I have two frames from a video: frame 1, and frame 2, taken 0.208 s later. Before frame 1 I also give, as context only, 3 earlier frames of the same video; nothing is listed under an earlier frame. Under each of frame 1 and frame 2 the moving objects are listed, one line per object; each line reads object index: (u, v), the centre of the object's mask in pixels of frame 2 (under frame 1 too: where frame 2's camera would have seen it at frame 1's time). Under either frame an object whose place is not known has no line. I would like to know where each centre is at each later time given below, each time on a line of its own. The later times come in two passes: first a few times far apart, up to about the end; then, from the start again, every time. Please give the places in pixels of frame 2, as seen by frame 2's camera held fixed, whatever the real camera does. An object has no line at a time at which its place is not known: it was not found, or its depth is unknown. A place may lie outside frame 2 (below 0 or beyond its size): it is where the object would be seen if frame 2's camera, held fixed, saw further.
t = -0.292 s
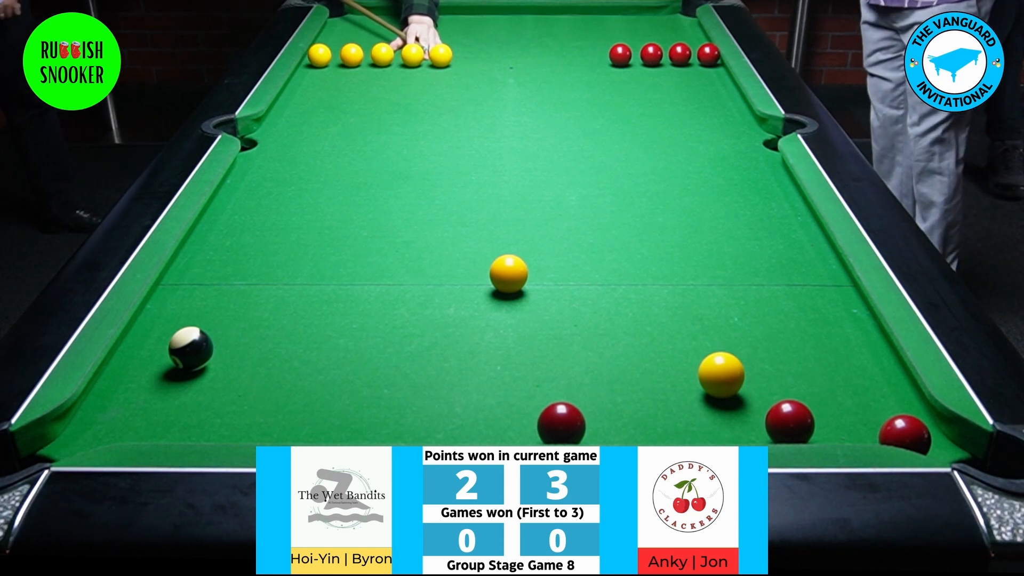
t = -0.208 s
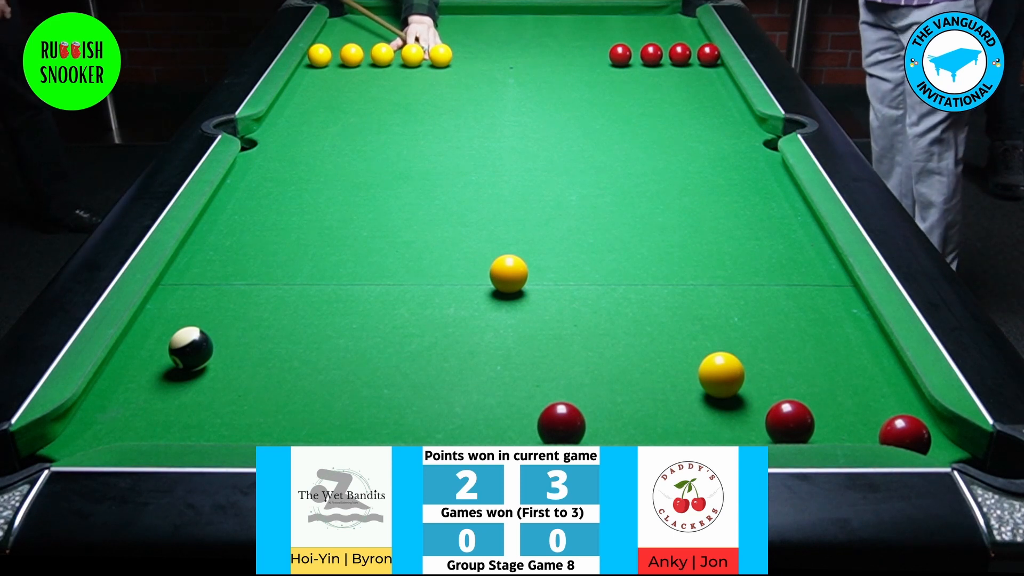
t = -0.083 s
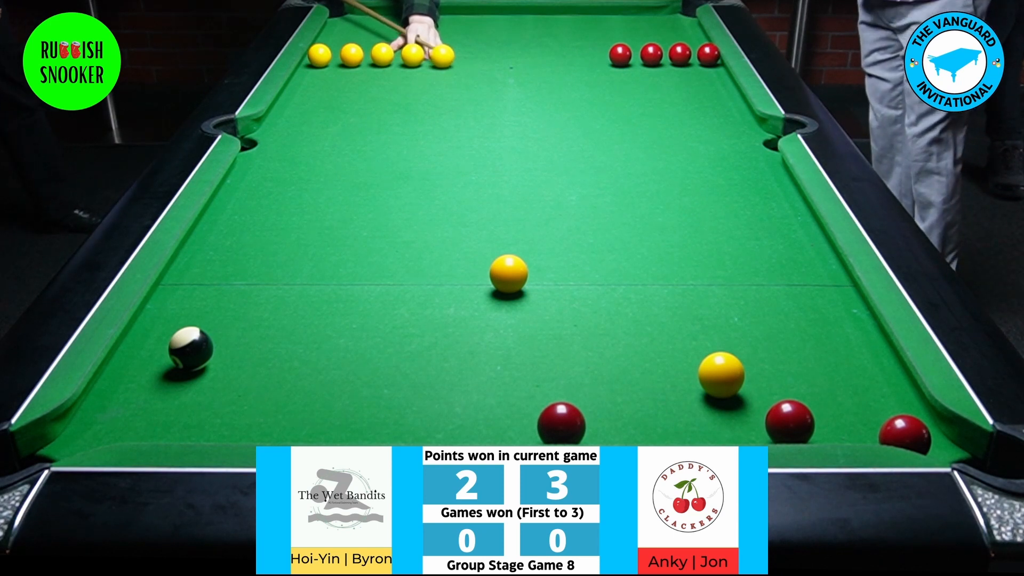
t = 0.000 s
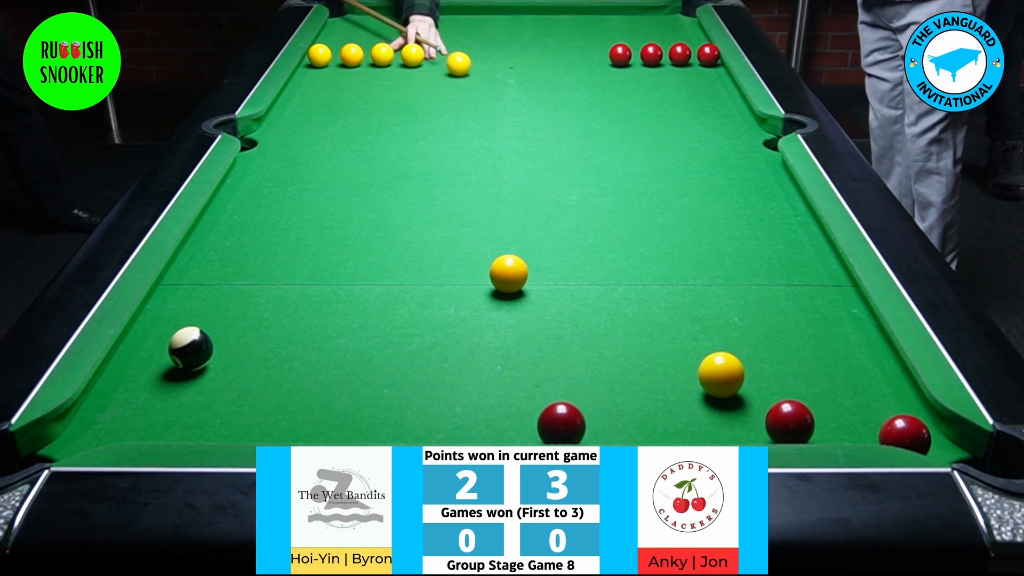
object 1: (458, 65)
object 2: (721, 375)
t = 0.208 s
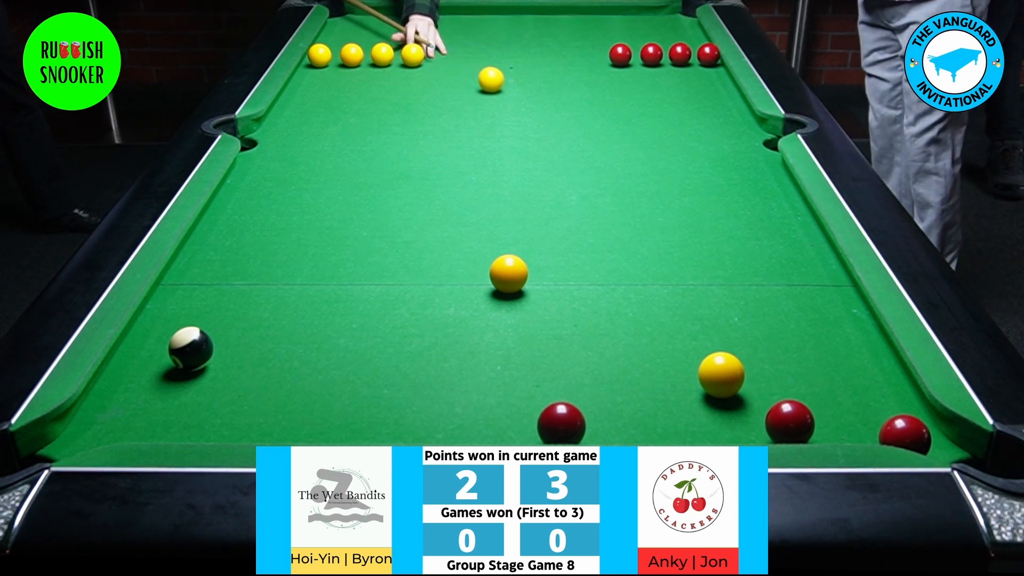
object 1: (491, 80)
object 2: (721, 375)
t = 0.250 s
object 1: (498, 83)
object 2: (721, 375)
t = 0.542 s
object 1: (551, 109)
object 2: (721, 374)
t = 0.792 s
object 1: (596, 131)
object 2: (721, 374)
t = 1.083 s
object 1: (657, 161)
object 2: (721, 374)
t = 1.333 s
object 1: (710, 187)
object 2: (721, 375)
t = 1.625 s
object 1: (780, 222)
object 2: (721, 375)
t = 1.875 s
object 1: (808, 248)
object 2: (721, 374)
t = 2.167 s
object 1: (790, 277)
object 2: (721, 374)
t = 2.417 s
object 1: (775, 299)
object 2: (721, 374)
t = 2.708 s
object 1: (756, 327)
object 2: (721, 375)
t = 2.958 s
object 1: (743, 345)
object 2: (721, 375)
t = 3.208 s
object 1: (735, 354)
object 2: (712, 387)
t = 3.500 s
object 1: (732, 358)
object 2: (702, 401)
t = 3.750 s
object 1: (733, 358)
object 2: (696, 409)
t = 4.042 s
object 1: (733, 358)
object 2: (691, 415)
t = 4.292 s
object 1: (733, 358)
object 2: (690, 416)
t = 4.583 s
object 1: (733, 358)
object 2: (689, 416)
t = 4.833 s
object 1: (733, 358)
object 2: (689, 416)
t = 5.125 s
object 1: (733, 358)
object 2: (689, 416)
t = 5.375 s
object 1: (733, 358)
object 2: (689, 416)
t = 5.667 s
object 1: (733, 358)
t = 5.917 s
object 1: (733, 358)
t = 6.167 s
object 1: (733, 358)
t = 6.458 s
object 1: (733, 358)
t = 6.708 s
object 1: (733, 358)
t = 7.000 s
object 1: (733, 358)
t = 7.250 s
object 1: (733, 358)
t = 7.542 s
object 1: (733, 358)
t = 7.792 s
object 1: (733, 358)
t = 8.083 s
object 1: (733, 358)
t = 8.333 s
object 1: (733, 358)
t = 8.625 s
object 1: (733, 358)
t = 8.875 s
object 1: (733, 358)
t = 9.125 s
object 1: (733, 358)
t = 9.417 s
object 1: (733, 358)
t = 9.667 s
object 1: (733, 358)
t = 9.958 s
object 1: (733, 358)
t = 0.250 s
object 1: (498, 83)
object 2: (721, 375)
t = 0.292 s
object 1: (504, 87)
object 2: (721, 375)
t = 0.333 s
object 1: (511, 90)
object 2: (721, 375)
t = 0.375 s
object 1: (518, 93)
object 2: (721, 375)
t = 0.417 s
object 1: (525, 96)
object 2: (721, 375)
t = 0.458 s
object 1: (533, 100)
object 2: (721, 375)
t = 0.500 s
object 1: (544, 105)
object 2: (721, 375)
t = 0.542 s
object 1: (551, 109)
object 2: (721, 374)
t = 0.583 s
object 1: (558, 112)
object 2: (721, 374)
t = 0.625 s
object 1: (566, 116)
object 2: (721, 375)
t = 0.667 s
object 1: (573, 119)
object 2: (721, 375)
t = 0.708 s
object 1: (581, 123)
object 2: (721, 374)
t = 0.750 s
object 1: (588, 127)
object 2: (721, 374)
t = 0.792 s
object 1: (596, 131)
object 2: (721, 374)
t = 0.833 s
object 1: (604, 135)
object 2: (721, 374)
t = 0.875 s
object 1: (612, 139)
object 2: (721, 374)
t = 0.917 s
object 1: (620, 142)
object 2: (721, 375)
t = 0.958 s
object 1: (628, 146)
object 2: (721, 375)
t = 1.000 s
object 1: (640, 152)
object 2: (721, 374)
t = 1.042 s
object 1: (649, 157)
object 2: (721, 374)
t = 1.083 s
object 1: (657, 161)
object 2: (721, 374)
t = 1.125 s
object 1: (666, 165)
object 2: (721, 375)
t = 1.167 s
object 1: (674, 170)
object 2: (721, 375)
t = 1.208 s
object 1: (683, 174)
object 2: (721, 375)
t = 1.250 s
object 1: (692, 178)
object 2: (721, 375)
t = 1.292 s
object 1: (701, 182)
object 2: (721, 375)
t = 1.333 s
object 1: (710, 187)
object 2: (721, 375)
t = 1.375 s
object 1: (719, 192)
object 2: (721, 375)
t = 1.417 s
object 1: (728, 196)
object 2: (721, 375)
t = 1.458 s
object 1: (737, 200)
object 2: (721, 375)
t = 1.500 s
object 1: (751, 207)
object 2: (721, 375)
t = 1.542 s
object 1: (761, 212)
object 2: (721, 375)
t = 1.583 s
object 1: (770, 217)
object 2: (721, 375)
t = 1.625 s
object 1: (780, 222)
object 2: (721, 375)
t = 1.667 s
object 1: (789, 226)
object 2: (721, 374)
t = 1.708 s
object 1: (799, 231)
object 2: (721, 374)
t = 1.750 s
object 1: (809, 236)
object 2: (721, 374)
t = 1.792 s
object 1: (813, 241)
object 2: (721, 374)
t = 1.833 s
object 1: (810, 244)
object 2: (721, 374)
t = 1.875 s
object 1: (808, 248)
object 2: (721, 374)
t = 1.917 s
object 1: (806, 252)
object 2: (721, 374)
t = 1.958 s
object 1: (803, 256)
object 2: (721, 374)
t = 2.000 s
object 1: (799, 261)
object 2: (721, 374)
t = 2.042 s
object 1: (797, 265)
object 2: (721, 374)
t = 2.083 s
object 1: (794, 269)
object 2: (721, 374)
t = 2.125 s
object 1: (792, 273)
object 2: (721, 374)
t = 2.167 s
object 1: (790, 277)
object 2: (721, 374)
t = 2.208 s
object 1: (787, 280)
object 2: (721, 374)
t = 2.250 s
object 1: (785, 284)
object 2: (721, 374)
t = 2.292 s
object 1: (782, 288)
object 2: (721, 374)
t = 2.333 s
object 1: (780, 292)
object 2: (721, 375)
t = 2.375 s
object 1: (777, 295)
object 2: (721, 374)
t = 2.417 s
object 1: (775, 299)
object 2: (721, 374)
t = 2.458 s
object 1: (772, 303)
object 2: (721, 375)
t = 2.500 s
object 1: (769, 309)
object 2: (721, 375)
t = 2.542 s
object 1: (766, 313)
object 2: (721, 375)
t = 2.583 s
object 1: (764, 316)
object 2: (721, 375)
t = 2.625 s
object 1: (761, 320)
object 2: (721, 375)
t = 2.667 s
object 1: (759, 324)
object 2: (721, 375)
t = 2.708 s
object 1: (756, 327)
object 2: (721, 375)
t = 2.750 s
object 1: (754, 331)
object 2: (721, 375)
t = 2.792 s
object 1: (751, 334)
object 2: (721, 375)
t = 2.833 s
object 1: (748, 338)
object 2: (721, 375)
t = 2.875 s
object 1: (746, 341)
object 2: (721, 375)
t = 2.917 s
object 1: (745, 343)
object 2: (721, 375)
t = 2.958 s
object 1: (743, 345)
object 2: (721, 375)
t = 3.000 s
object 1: (740, 348)
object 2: (721, 375)
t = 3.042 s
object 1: (739, 350)
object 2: (719, 378)
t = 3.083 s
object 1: (738, 351)
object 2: (717, 380)
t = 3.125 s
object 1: (737, 352)
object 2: (715, 382)
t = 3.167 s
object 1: (736, 353)
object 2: (714, 384)
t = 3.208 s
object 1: (735, 354)
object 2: (712, 387)
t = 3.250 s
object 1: (735, 355)
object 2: (711, 389)
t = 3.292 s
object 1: (734, 356)
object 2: (709, 391)
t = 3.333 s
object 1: (734, 357)
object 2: (708, 393)
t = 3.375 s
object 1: (733, 358)
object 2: (707, 395)
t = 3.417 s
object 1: (733, 358)
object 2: (706, 396)
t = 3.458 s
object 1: (733, 358)
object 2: (704, 398)
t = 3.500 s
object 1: (732, 358)
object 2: (702, 401)
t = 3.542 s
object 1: (733, 358)
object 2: (701, 402)
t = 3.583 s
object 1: (733, 358)
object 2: (700, 404)
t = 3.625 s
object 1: (732, 358)
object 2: (699, 405)
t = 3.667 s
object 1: (733, 358)
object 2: (698, 406)
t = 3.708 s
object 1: (733, 358)
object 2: (697, 408)
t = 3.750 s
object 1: (733, 358)
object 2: (696, 409)
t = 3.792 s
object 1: (733, 358)
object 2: (695, 410)
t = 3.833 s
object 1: (733, 358)
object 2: (694, 411)
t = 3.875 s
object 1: (733, 358)
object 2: (693, 411)
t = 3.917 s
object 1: (733, 358)
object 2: (693, 412)
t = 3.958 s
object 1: (733, 358)
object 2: (692, 413)
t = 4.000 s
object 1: (733, 358)
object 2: (691, 414)
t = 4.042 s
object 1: (733, 358)
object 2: (691, 415)
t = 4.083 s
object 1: (733, 358)
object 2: (691, 415)
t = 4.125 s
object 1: (733, 358)
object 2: (690, 416)
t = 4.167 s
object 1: (733, 358)
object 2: (690, 416)
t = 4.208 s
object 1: (733, 358)
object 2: (690, 416)
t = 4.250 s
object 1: (733, 358)
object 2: (690, 416)
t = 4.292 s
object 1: (733, 358)
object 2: (690, 416)
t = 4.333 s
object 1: (733, 358)
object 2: (690, 416)
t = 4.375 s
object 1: (733, 358)
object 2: (689, 416)
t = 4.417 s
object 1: (733, 358)
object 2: (689, 416)
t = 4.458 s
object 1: (733, 358)
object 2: (690, 416)
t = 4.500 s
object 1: (733, 358)
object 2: (690, 416)
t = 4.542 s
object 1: (733, 358)
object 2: (689, 416)
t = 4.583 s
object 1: (733, 358)
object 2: (689, 416)
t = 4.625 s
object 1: (733, 358)
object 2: (690, 416)
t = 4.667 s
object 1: (733, 358)
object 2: (689, 416)
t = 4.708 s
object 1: (733, 358)
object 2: (689, 416)
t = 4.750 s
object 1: (733, 358)
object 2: (689, 416)
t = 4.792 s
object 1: (733, 358)
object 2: (689, 416)
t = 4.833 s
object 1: (733, 358)
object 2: (689, 416)
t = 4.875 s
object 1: (733, 358)
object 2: (689, 416)
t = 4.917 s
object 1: (733, 358)
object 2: (690, 416)
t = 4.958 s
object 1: (733, 358)
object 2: (689, 416)
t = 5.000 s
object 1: (733, 358)
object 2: (689, 416)
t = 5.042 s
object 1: (733, 358)
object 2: (689, 416)
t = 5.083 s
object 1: (733, 358)
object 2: (689, 416)
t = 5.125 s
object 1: (733, 358)
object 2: (689, 416)
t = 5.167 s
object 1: (733, 358)
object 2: (689, 416)
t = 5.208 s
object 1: (733, 358)
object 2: (690, 416)
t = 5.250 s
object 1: (733, 358)
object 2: (689, 416)
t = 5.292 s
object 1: (733, 358)
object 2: (689, 416)
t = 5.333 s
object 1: (733, 358)
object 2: (689, 416)
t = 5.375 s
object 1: (733, 358)
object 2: (689, 416)
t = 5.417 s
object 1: (733, 358)
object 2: (689, 416)
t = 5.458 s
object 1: (733, 358)
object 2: (689, 416)
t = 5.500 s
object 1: (733, 358)
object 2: (689, 416)
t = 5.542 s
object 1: (733, 358)
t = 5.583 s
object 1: (733, 358)
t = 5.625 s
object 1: (733, 358)
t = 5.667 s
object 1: (733, 358)
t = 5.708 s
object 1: (733, 358)
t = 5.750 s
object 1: (733, 358)
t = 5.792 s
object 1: (733, 358)
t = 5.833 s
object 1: (733, 358)
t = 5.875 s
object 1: (733, 358)
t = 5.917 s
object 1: (733, 358)
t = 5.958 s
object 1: (733, 358)
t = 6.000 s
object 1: (733, 358)
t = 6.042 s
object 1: (733, 358)
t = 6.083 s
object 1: (733, 358)
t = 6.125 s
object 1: (733, 358)
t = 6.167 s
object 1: (733, 358)
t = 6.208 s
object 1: (733, 358)
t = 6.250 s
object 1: (733, 358)
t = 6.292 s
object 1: (733, 358)
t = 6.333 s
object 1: (733, 358)
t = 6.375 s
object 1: (733, 358)
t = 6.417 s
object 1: (733, 358)
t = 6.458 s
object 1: (733, 358)
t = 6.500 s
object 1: (733, 358)
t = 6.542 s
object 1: (733, 358)
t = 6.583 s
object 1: (733, 358)
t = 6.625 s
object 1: (733, 358)
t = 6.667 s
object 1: (733, 358)
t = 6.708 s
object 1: (733, 358)
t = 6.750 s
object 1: (733, 358)
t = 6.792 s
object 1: (733, 358)
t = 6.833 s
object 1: (733, 358)
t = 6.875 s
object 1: (733, 358)
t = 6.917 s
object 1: (733, 358)
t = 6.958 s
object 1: (733, 358)
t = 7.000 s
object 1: (733, 358)
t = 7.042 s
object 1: (733, 358)
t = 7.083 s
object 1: (733, 358)
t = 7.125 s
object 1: (733, 358)
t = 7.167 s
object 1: (733, 358)
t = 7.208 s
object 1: (733, 358)
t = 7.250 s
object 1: (733, 358)
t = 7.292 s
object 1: (733, 358)
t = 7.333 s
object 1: (733, 358)
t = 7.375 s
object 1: (733, 358)
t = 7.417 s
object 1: (733, 358)
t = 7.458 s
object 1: (733, 358)
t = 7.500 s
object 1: (733, 358)
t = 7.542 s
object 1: (733, 358)
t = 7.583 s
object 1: (733, 358)
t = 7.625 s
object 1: (733, 358)
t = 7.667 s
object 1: (733, 358)
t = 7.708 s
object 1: (733, 358)
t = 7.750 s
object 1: (733, 358)
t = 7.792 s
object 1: (733, 358)
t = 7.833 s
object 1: (733, 358)
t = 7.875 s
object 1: (733, 358)
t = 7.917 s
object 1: (733, 358)
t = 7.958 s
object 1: (733, 358)
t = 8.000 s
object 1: (733, 358)
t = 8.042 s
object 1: (733, 358)
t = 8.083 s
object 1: (733, 358)
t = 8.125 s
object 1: (733, 358)
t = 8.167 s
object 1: (733, 358)
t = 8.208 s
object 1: (733, 358)
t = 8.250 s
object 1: (733, 358)
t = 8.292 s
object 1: (733, 358)
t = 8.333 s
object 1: (733, 358)
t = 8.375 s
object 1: (733, 358)
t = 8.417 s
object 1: (733, 358)
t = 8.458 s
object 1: (733, 358)
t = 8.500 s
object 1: (733, 358)
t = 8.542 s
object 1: (733, 358)
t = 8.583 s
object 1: (733, 358)
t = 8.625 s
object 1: (733, 358)
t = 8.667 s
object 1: (733, 358)
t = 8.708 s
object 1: (733, 358)
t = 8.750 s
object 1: (733, 358)
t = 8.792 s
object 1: (733, 358)
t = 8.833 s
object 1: (733, 358)
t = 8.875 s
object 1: (733, 358)
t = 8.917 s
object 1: (733, 358)
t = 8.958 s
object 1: (733, 358)
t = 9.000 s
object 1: (733, 358)
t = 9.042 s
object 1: (733, 358)
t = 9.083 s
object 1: (733, 358)
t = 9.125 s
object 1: (733, 358)
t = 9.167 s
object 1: (733, 358)
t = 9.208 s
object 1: (733, 358)
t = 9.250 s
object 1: (733, 358)
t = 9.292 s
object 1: (733, 358)
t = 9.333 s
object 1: (733, 358)
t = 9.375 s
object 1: (733, 358)
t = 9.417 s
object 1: (733, 358)
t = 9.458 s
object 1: (733, 358)
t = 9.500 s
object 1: (733, 358)
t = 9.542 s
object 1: (733, 358)
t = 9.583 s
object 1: (733, 358)
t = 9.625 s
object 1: (733, 358)
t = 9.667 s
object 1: (733, 358)
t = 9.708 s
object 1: (733, 358)
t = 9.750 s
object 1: (733, 358)
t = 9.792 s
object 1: (733, 358)
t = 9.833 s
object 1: (733, 358)
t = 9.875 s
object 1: (733, 358)
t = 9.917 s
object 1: (733, 358)
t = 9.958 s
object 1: (733, 358)
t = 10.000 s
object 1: (733, 358)
